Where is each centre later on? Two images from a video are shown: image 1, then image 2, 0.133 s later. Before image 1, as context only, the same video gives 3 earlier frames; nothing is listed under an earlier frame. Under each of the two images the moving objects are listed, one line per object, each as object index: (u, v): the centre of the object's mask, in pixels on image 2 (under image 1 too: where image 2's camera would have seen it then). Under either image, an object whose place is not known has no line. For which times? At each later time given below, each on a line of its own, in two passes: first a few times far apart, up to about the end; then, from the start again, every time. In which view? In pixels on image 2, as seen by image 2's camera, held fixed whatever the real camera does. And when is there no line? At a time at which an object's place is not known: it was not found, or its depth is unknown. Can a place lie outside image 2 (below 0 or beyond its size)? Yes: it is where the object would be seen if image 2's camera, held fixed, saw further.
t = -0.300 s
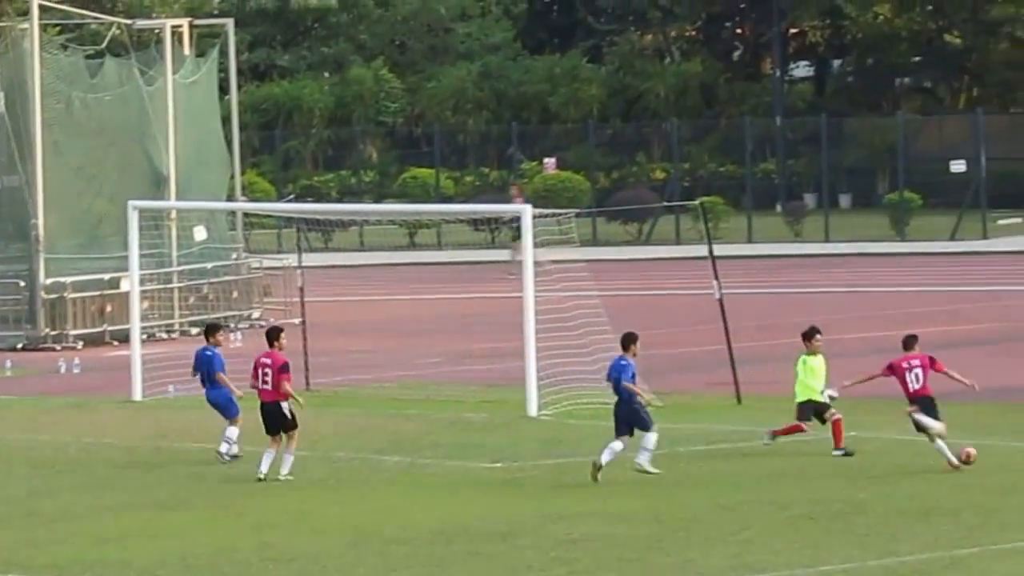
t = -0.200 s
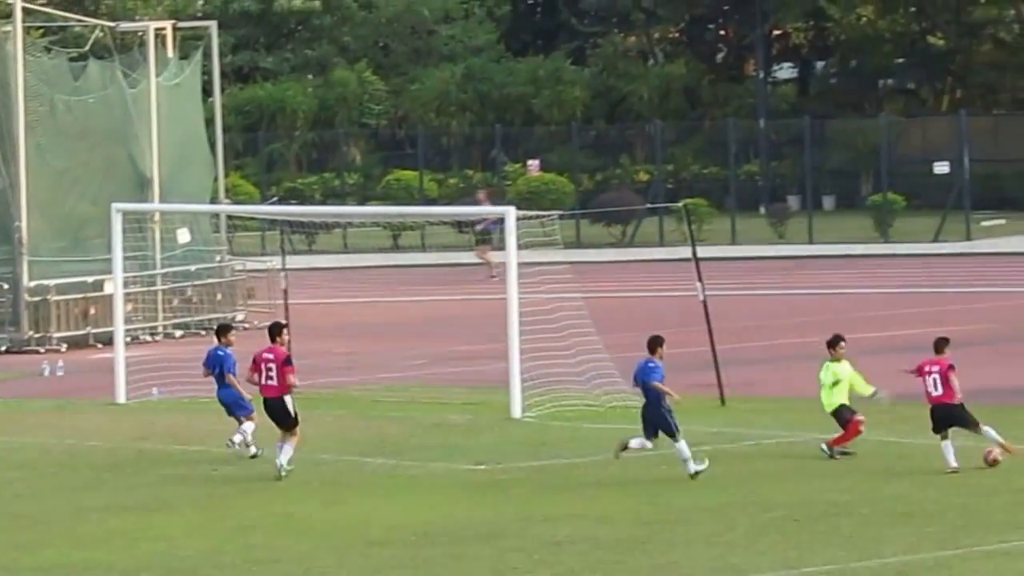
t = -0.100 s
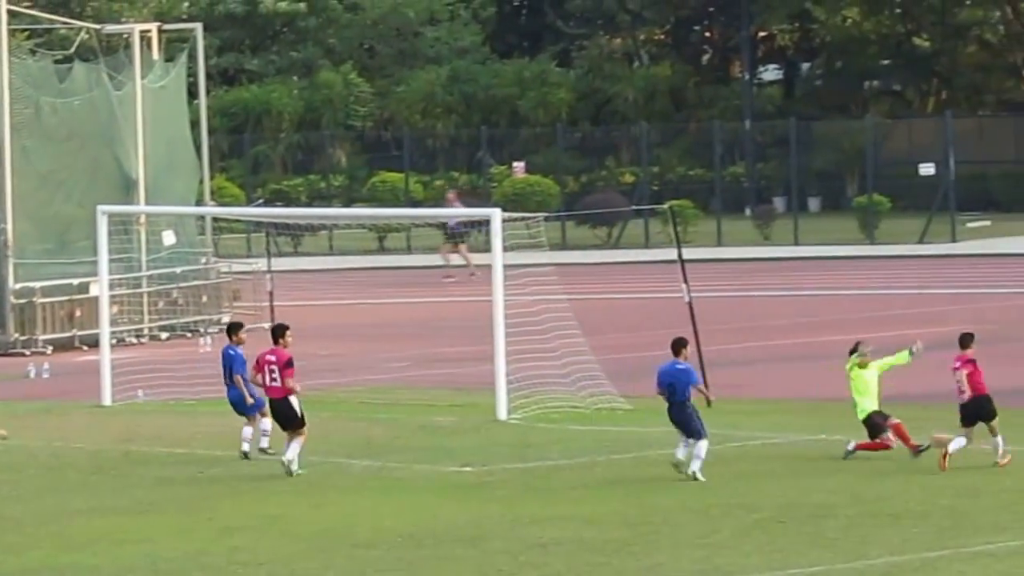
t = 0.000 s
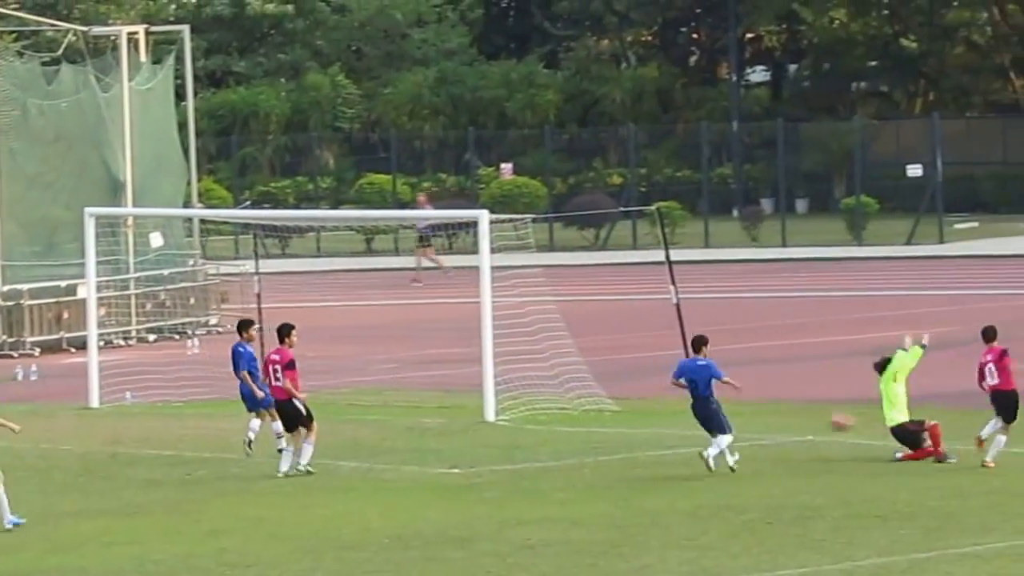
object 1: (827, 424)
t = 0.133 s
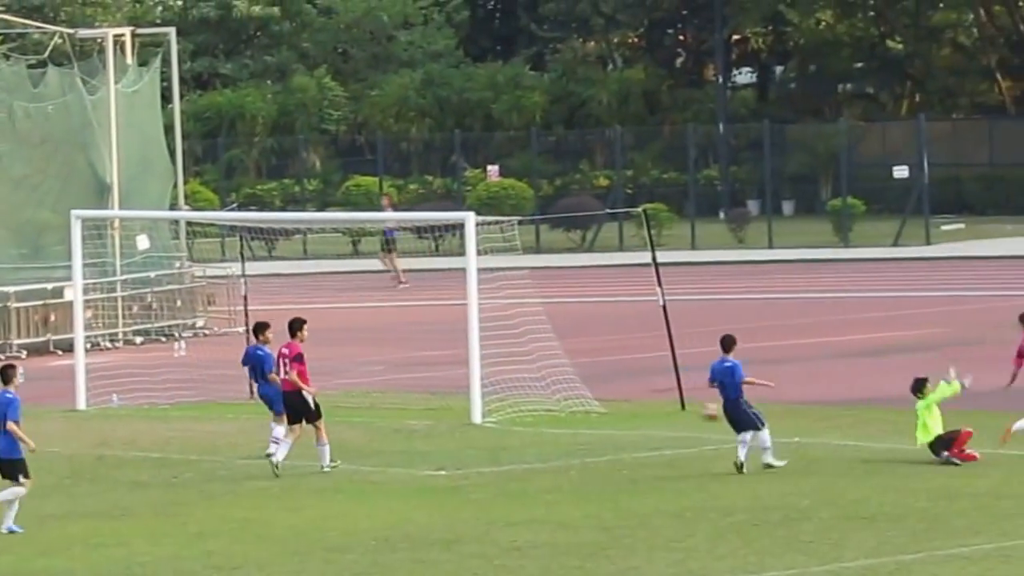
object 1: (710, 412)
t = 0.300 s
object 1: (575, 420)
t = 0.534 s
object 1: (420, 422)
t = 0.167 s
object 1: (684, 412)
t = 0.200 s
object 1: (657, 413)
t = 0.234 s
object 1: (629, 415)
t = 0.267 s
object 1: (602, 416)
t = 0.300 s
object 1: (575, 420)
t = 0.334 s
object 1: (548, 425)
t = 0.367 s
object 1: (523, 429)
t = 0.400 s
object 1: (496, 436)
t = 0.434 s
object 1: (472, 439)
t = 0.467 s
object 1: (454, 432)
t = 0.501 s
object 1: (437, 426)
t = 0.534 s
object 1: (420, 422)
